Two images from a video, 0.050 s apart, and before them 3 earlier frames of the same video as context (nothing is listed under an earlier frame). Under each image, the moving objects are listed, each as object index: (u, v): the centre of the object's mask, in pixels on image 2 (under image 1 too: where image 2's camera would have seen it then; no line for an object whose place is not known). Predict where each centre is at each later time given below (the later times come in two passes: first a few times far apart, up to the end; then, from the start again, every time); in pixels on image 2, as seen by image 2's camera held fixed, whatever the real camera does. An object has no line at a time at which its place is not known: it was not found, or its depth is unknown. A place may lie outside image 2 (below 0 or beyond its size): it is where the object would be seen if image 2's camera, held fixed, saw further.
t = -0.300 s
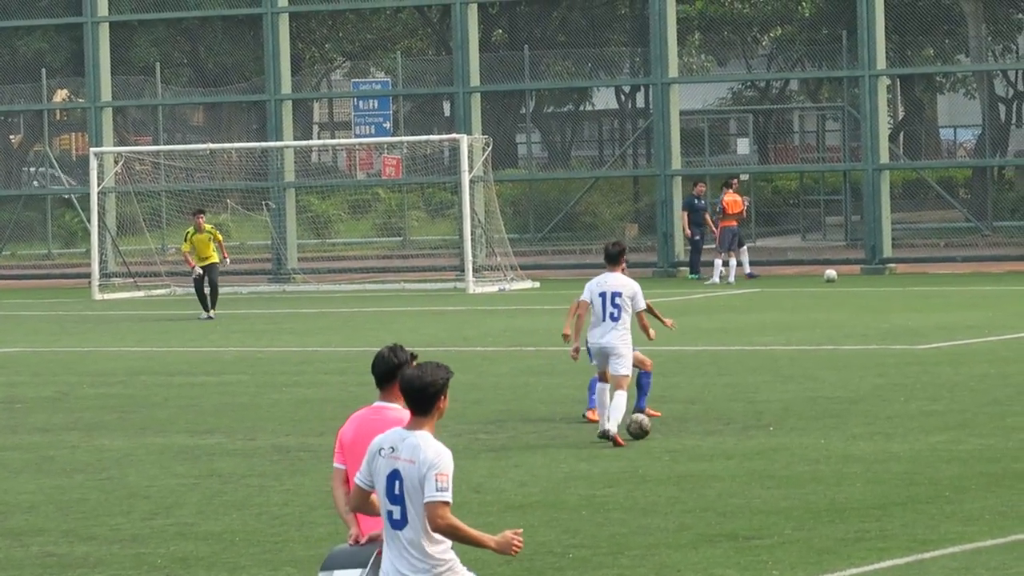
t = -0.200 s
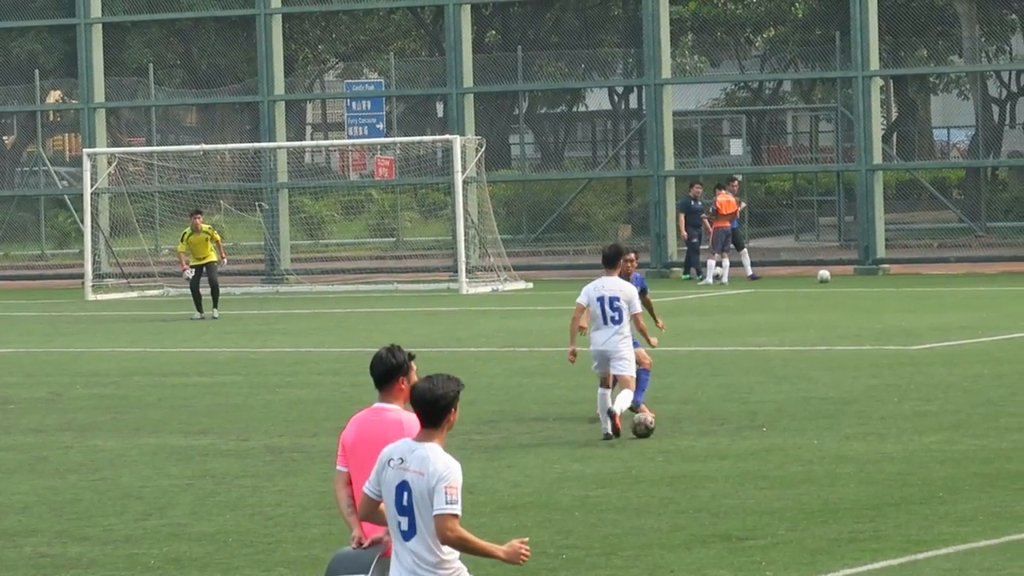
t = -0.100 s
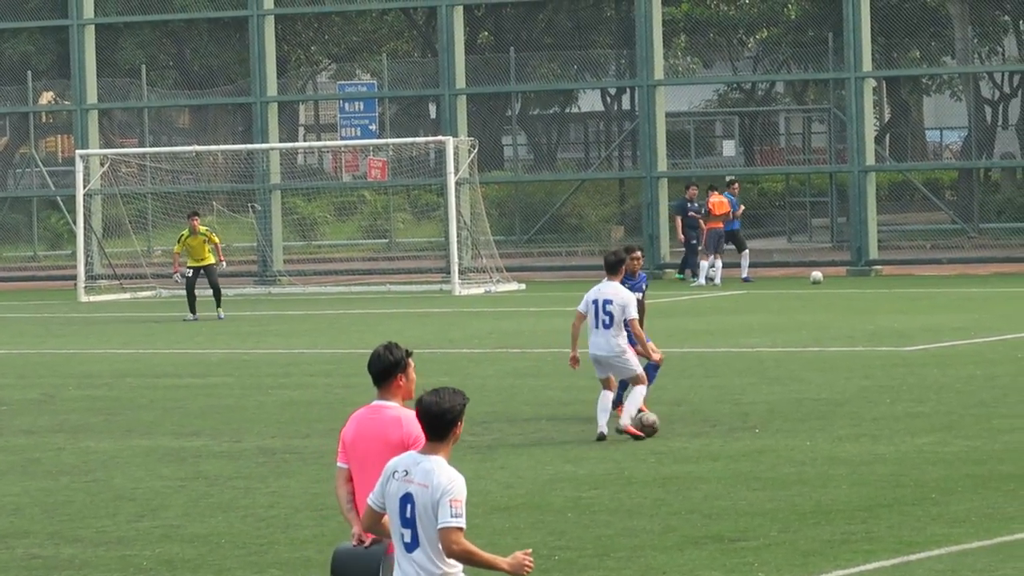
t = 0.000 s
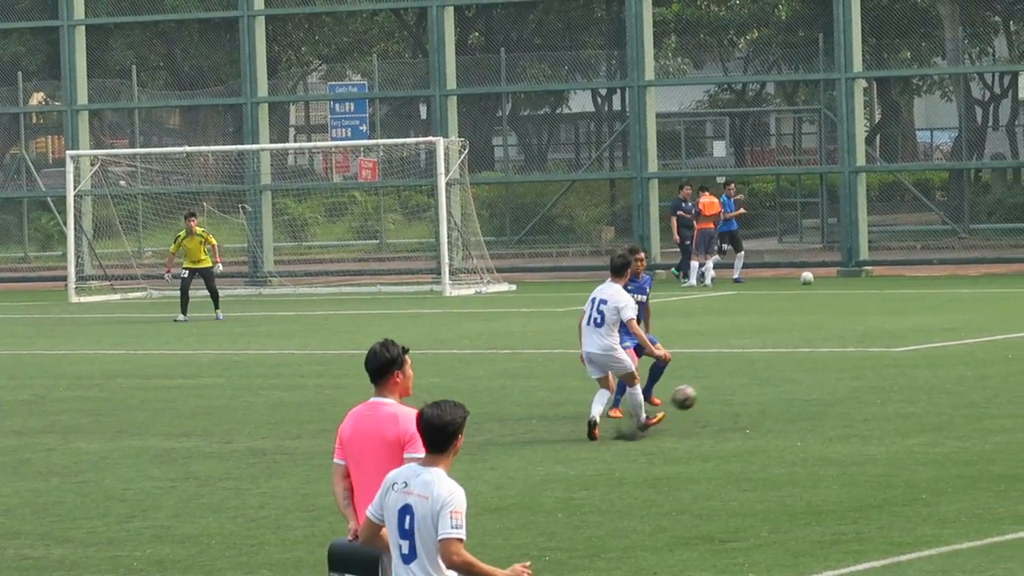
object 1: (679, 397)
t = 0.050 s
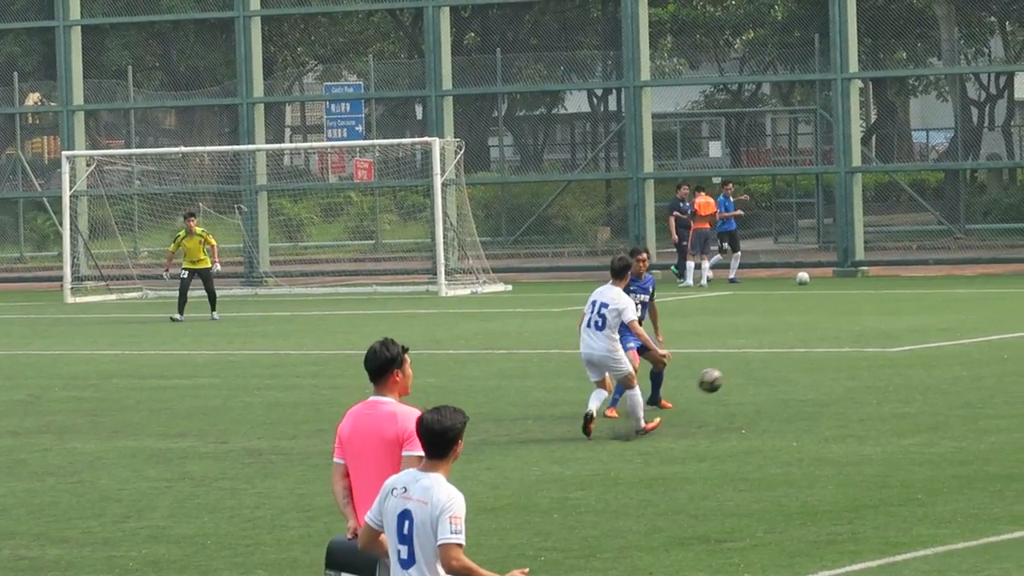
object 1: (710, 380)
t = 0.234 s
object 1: (813, 345)
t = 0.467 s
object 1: (929, 357)
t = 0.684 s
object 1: (1001, 339)
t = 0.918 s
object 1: (1061, 340)
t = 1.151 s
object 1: (1107, 324)
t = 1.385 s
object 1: (1146, 333)
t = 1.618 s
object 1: (1183, 323)
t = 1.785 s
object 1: (1207, 318)
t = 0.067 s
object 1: (720, 375)
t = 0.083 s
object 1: (729, 370)
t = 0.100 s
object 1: (739, 367)
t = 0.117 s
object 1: (749, 362)
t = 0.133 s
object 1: (758, 359)
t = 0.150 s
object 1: (767, 356)
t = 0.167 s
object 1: (777, 353)
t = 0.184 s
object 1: (786, 350)
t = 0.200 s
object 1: (795, 348)
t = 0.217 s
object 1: (804, 346)
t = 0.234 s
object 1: (813, 345)
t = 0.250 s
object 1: (822, 344)
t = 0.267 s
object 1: (831, 343)
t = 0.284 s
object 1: (840, 343)
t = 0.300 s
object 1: (849, 343)
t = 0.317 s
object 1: (858, 343)
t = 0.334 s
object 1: (866, 343)
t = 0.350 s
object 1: (874, 344)
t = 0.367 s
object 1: (882, 345)
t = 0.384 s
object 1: (891, 346)
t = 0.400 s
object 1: (899, 348)
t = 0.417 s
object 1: (907, 349)
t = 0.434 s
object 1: (914, 351)
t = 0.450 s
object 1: (922, 354)
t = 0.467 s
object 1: (929, 357)
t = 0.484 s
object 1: (937, 359)
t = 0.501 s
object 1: (944, 362)
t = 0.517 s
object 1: (952, 365)
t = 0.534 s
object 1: (959, 369)
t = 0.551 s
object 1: (964, 366)
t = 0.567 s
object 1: (969, 362)
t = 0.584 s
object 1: (974, 357)
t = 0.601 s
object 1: (979, 354)
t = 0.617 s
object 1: (983, 350)
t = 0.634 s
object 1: (988, 347)
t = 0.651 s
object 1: (992, 344)
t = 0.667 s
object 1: (996, 342)
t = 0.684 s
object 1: (1001, 339)
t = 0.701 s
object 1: (1006, 338)
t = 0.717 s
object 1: (1010, 336)
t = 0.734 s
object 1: (1015, 335)
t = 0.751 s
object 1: (1019, 334)
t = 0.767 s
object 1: (1023, 333)
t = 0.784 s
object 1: (1027, 333)
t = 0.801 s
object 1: (1032, 332)
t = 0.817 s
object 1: (1036, 333)
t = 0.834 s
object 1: (1040, 333)
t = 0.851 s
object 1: (1044, 334)
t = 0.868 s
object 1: (1048, 335)
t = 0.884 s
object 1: (1053, 336)
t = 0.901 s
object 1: (1057, 338)
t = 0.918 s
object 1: (1061, 340)
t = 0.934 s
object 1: (1065, 342)
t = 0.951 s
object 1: (1069, 345)
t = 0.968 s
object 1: (1073, 347)
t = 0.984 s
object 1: (1076, 346)
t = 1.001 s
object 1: (1079, 343)
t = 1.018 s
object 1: (1083, 340)
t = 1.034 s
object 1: (1086, 337)
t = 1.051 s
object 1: (1089, 334)
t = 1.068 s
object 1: (1091, 332)
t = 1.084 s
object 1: (1094, 330)
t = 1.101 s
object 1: (1097, 328)
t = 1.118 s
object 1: (1101, 326)
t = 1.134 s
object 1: (1104, 325)
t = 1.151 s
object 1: (1107, 324)
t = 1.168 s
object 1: (1110, 323)
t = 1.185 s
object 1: (1113, 323)
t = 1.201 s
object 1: (1116, 323)
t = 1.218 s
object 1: (1119, 323)
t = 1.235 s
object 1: (1121, 323)
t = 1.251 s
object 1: (1124, 324)
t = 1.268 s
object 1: (1127, 325)
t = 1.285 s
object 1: (1130, 326)
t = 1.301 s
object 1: (1133, 328)
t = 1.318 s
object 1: (1135, 330)
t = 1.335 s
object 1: (1138, 332)
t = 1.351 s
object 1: (1141, 335)
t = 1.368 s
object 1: (1143, 336)
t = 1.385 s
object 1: (1146, 333)
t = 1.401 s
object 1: (1149, 331)
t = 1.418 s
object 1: (1152, 328)
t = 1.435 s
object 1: (1154, 327)
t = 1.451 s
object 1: (1157, 325)
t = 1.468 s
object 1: (1159, 324)
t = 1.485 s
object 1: (1162, 322)
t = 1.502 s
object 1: (1165, 322)
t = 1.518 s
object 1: (1168, 321)
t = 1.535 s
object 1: (1170, 321)
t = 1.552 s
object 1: (1173, 321)
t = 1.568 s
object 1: (1175, 321)
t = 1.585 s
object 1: (1178, 321)
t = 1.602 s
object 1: (1181, 322)
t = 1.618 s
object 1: (1183, 323)
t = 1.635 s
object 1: (1185, 324)
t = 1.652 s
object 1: (1188, 326)
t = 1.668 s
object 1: (1190, 326)
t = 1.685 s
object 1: (1192, 325)
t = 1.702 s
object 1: (1195, 323)
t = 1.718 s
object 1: (1198, 321)
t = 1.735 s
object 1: (1200, 320)
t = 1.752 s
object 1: (1202, 319)
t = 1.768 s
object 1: (1205, 319)
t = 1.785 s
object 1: (1207, 318)
